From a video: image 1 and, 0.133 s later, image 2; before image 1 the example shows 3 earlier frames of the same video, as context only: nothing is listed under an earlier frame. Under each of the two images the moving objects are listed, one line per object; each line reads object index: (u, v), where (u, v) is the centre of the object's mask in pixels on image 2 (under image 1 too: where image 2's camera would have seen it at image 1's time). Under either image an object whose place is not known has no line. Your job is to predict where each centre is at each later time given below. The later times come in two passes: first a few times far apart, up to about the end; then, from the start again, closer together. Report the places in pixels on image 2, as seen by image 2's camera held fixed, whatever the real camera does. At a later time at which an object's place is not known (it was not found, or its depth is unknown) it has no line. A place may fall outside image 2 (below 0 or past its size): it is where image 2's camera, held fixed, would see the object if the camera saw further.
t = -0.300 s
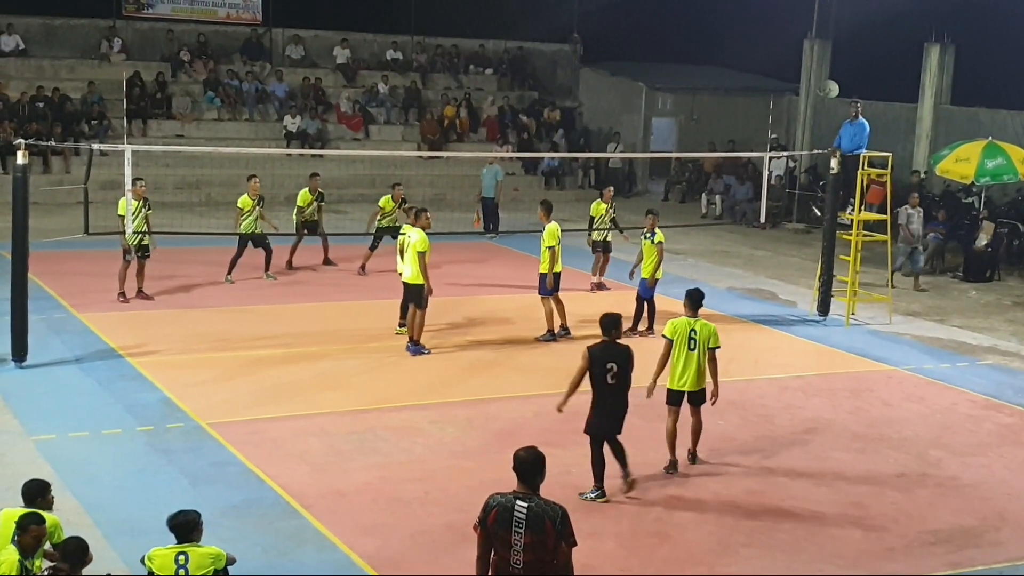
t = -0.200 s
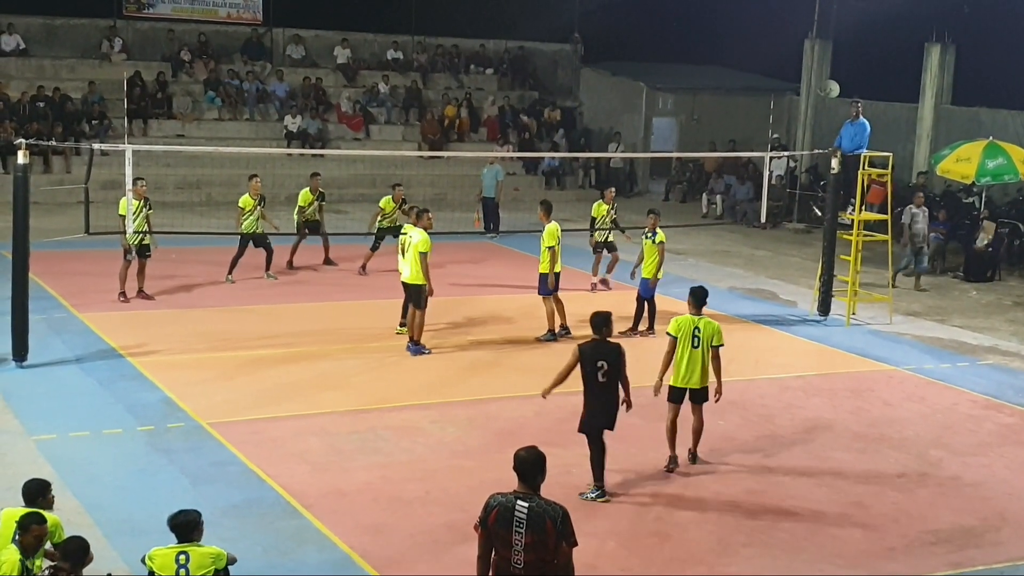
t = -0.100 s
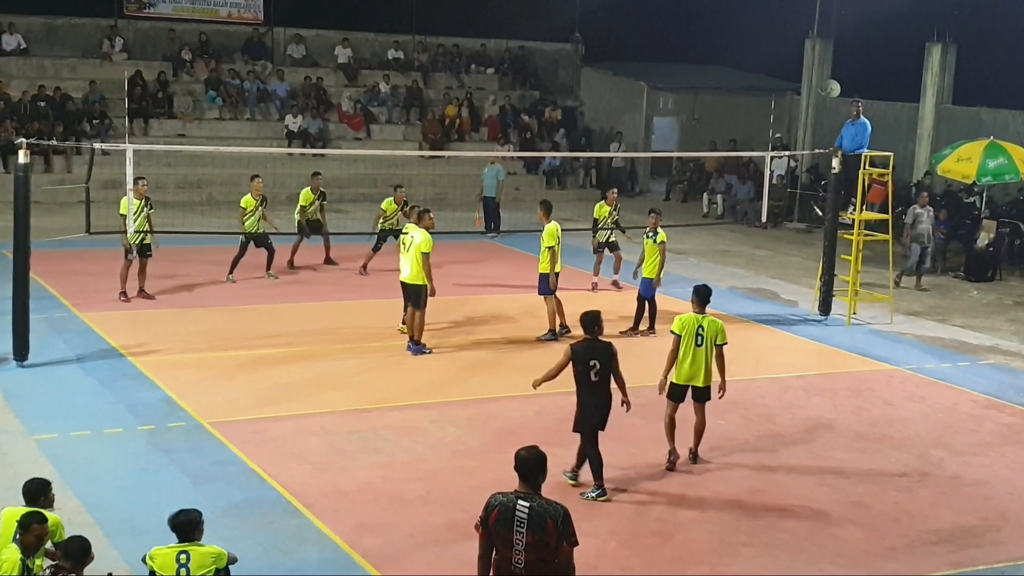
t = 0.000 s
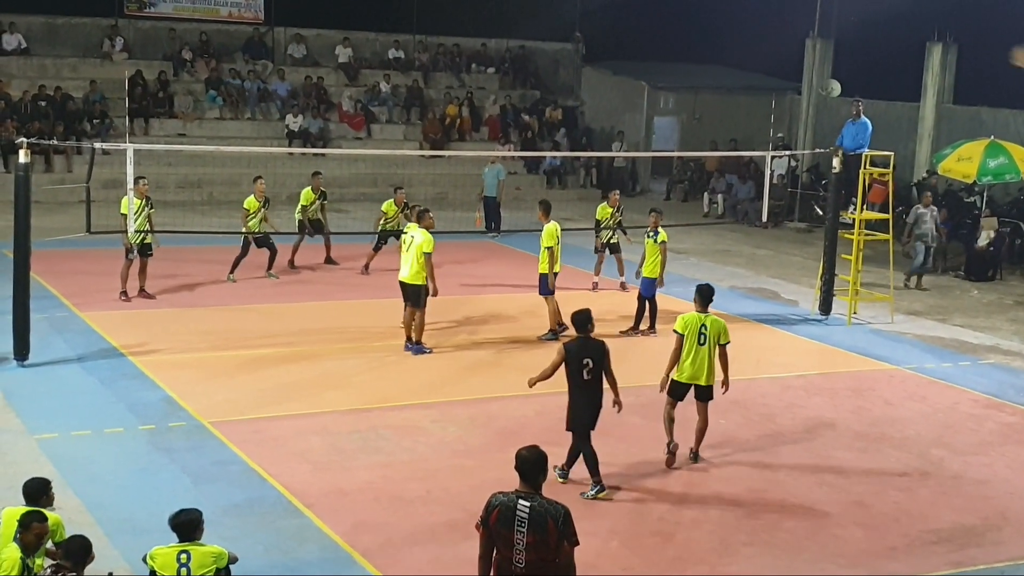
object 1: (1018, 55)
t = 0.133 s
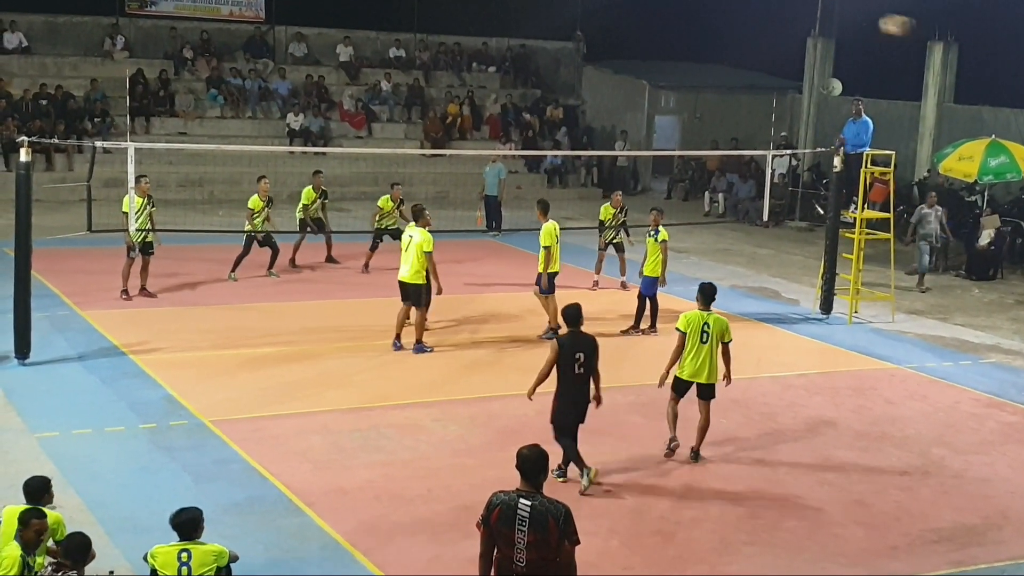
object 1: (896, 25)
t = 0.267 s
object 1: (788, 16)
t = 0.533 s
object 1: (623, 40)
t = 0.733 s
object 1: (531, 88)
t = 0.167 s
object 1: (867, 21)
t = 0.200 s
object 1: (840, 18)
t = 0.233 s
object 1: (812, 17)
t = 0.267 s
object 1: (788, 16)
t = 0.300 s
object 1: (763, 17)
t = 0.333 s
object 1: (740, 18)
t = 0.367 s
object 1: (718, 20)
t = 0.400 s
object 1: (696, 22)
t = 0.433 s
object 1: (676, 26)
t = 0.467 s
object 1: (658, 30)
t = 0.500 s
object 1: (640, 34)
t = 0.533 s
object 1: (623, 40)
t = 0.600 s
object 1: (590, 54)
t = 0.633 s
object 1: (575, 61)
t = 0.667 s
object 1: (560, 70)
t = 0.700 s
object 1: (545, 79)
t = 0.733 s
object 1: (531, 88)
